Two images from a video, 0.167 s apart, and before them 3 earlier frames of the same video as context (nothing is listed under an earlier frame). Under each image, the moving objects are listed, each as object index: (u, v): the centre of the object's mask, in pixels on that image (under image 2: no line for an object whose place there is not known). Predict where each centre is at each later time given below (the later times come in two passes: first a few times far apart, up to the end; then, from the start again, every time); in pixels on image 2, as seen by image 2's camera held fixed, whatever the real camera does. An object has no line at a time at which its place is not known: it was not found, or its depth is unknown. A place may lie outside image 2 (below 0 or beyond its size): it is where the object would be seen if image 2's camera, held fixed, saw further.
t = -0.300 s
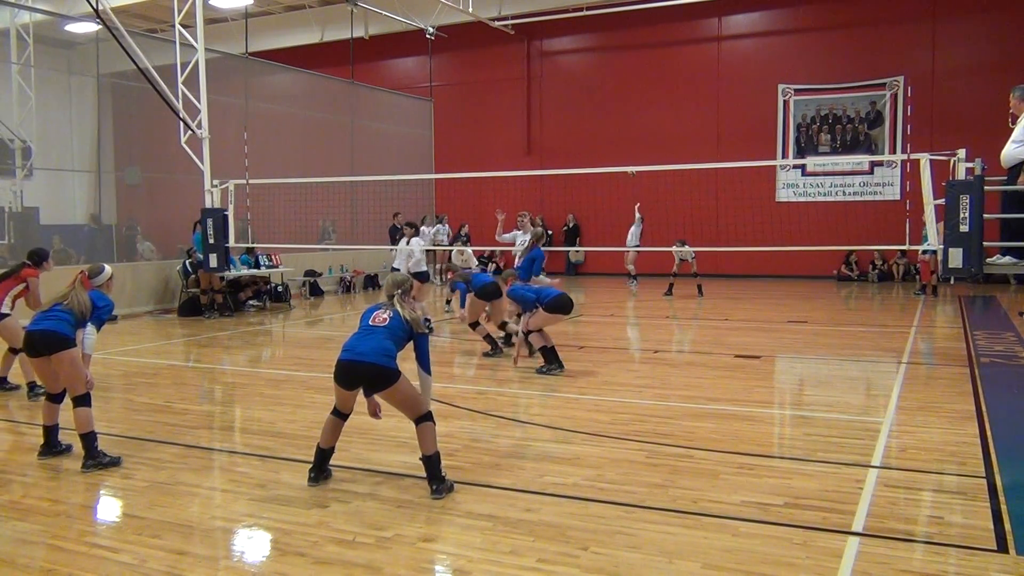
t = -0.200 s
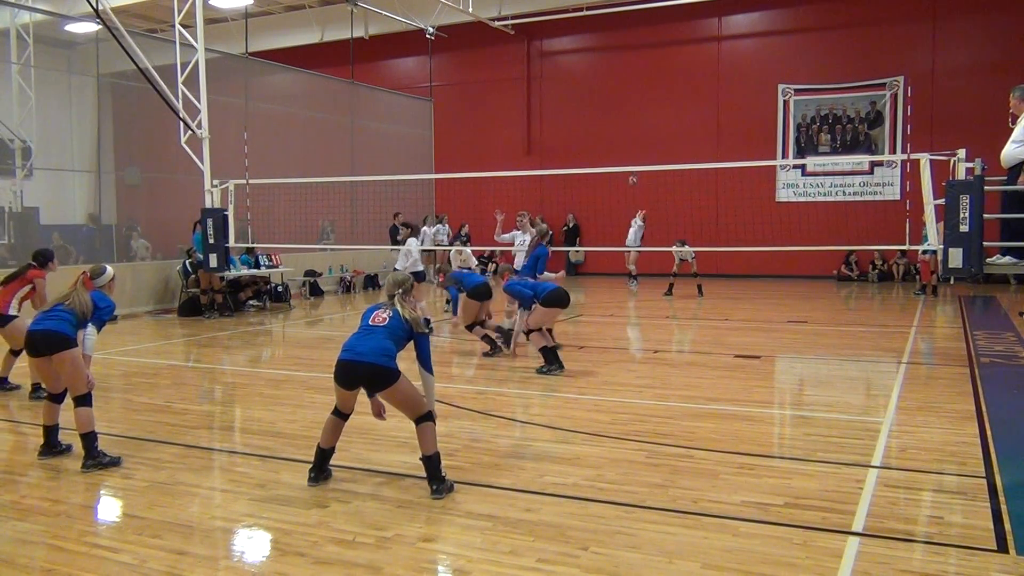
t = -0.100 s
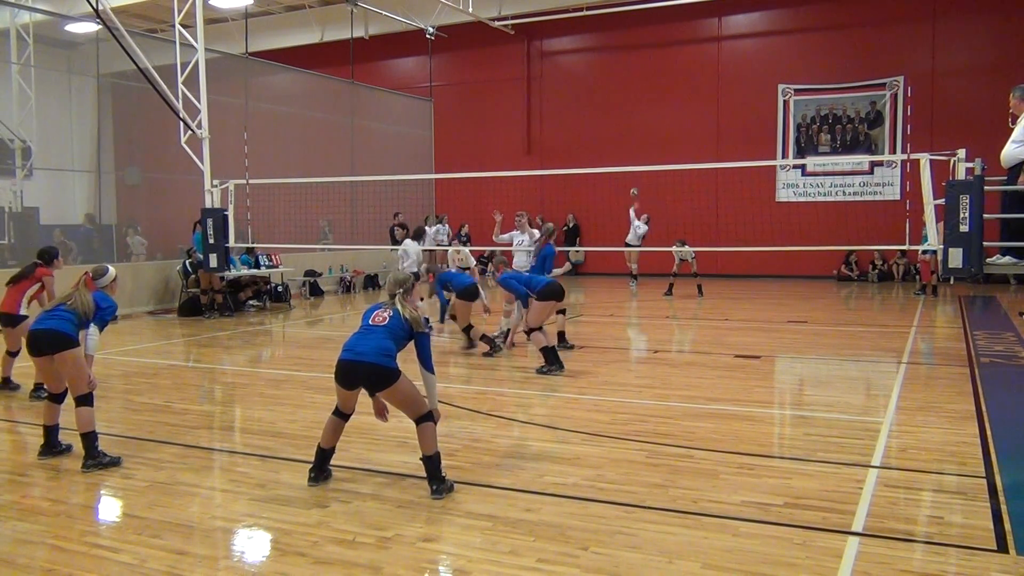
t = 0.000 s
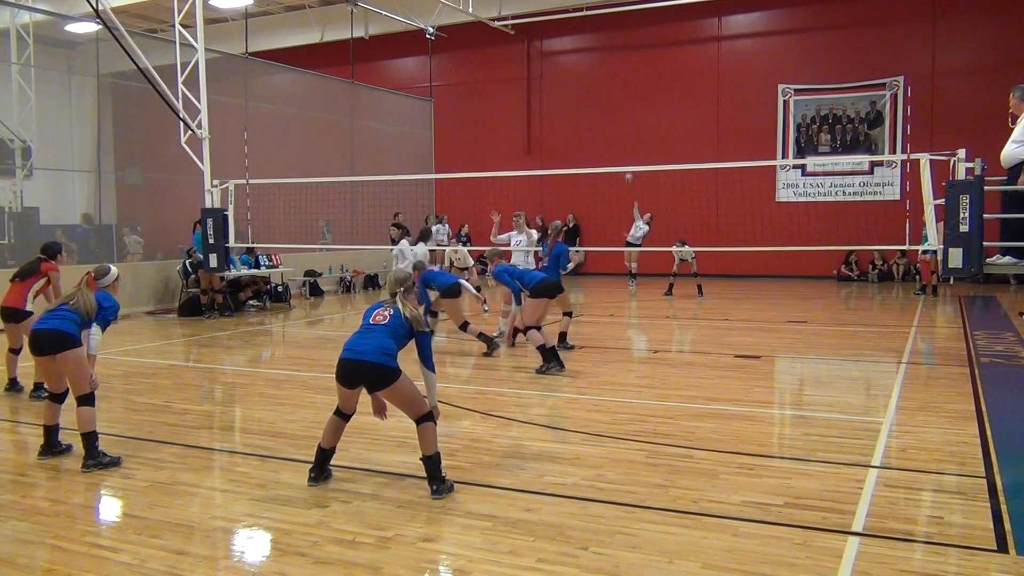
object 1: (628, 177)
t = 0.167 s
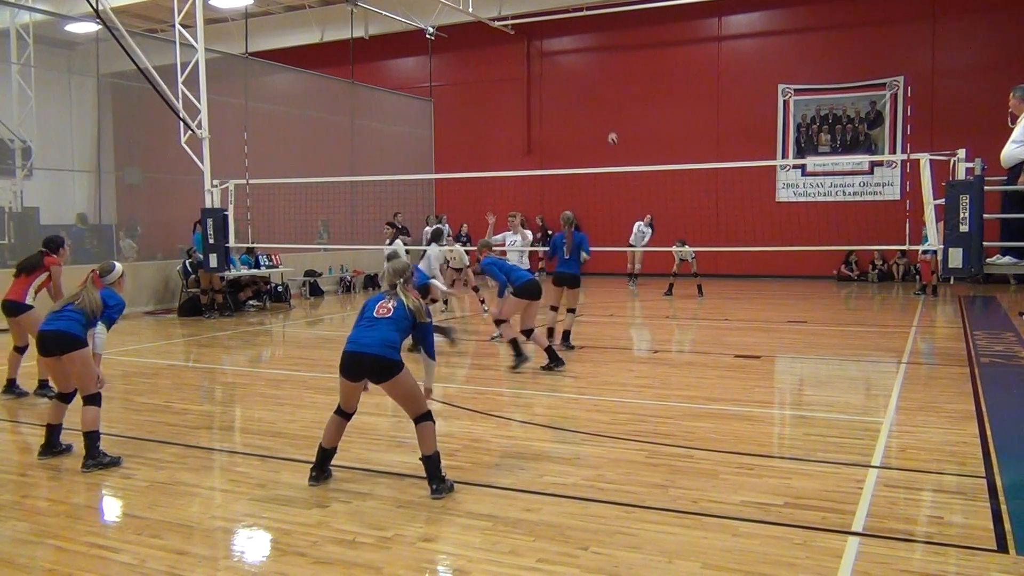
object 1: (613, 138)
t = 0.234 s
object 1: (604, 124)
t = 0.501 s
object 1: (558, 76)
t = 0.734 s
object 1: (498, 51)
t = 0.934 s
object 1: (425, 53)
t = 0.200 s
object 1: (608, 131)
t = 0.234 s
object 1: (604, 124)
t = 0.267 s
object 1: (600, 117)
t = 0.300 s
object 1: (595, 111)
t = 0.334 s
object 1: (590, 105)
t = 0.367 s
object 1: (584, 98)
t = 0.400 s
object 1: (578, 92)
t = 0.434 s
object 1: (572, 86)
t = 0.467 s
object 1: (565, 81)
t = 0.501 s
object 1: (558, 76)
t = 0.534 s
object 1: (551, 70)
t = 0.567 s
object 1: (543, 66)
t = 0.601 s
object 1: (534, 62)
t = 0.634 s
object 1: (526, 58)
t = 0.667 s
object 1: (517, 55)
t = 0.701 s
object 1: (508, 53)
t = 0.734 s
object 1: (498, 51)
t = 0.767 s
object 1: (488, 50)
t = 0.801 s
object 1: (477, 49)
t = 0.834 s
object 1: (466, 49)
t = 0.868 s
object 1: (453, 50)
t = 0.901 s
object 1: (440, 51)
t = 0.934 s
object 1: (425, 53)
